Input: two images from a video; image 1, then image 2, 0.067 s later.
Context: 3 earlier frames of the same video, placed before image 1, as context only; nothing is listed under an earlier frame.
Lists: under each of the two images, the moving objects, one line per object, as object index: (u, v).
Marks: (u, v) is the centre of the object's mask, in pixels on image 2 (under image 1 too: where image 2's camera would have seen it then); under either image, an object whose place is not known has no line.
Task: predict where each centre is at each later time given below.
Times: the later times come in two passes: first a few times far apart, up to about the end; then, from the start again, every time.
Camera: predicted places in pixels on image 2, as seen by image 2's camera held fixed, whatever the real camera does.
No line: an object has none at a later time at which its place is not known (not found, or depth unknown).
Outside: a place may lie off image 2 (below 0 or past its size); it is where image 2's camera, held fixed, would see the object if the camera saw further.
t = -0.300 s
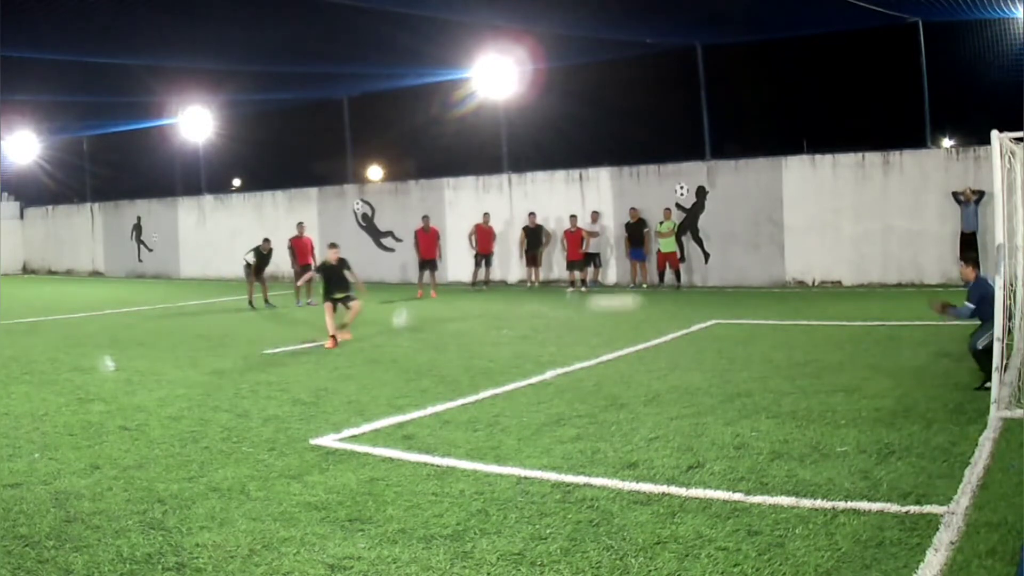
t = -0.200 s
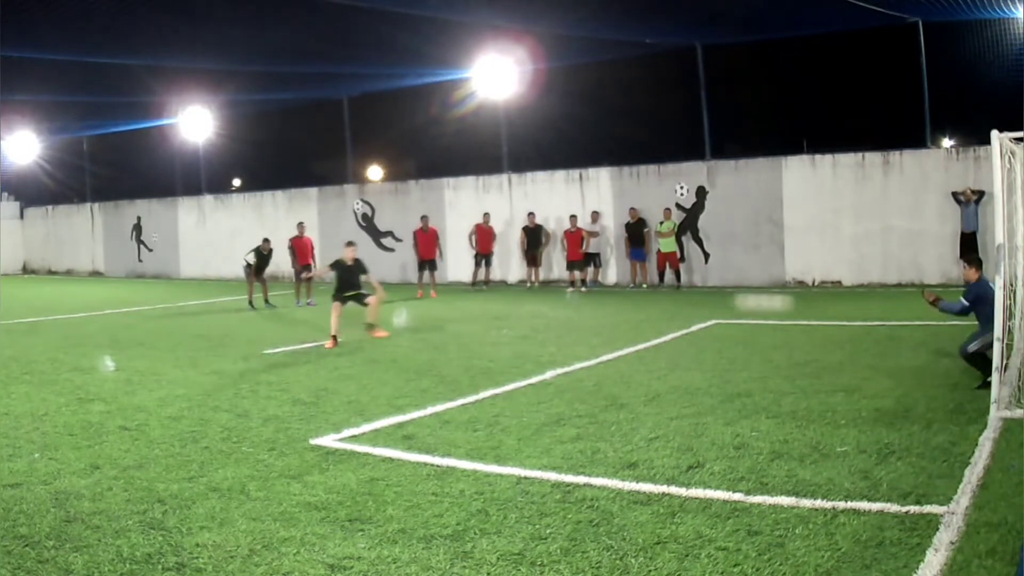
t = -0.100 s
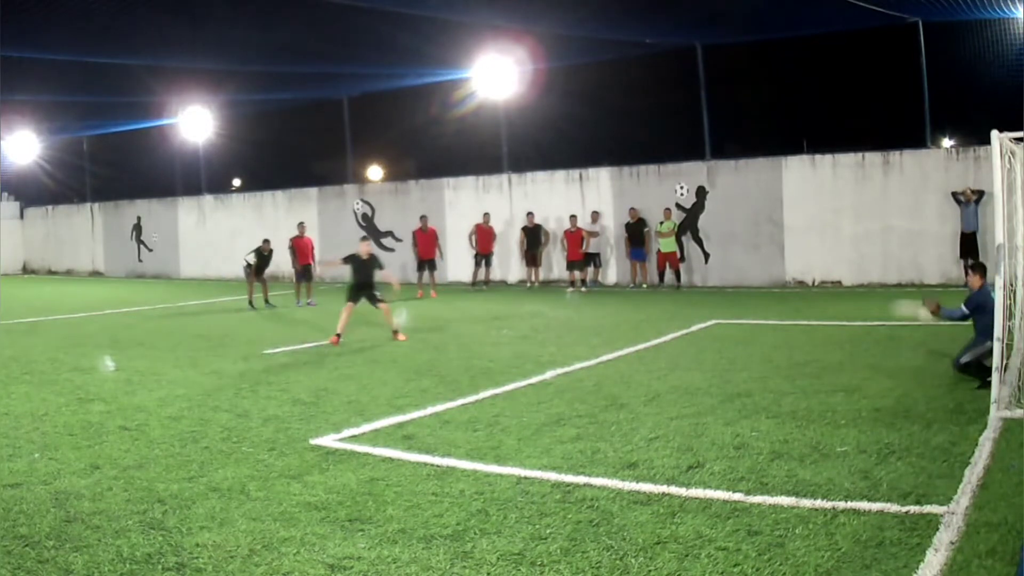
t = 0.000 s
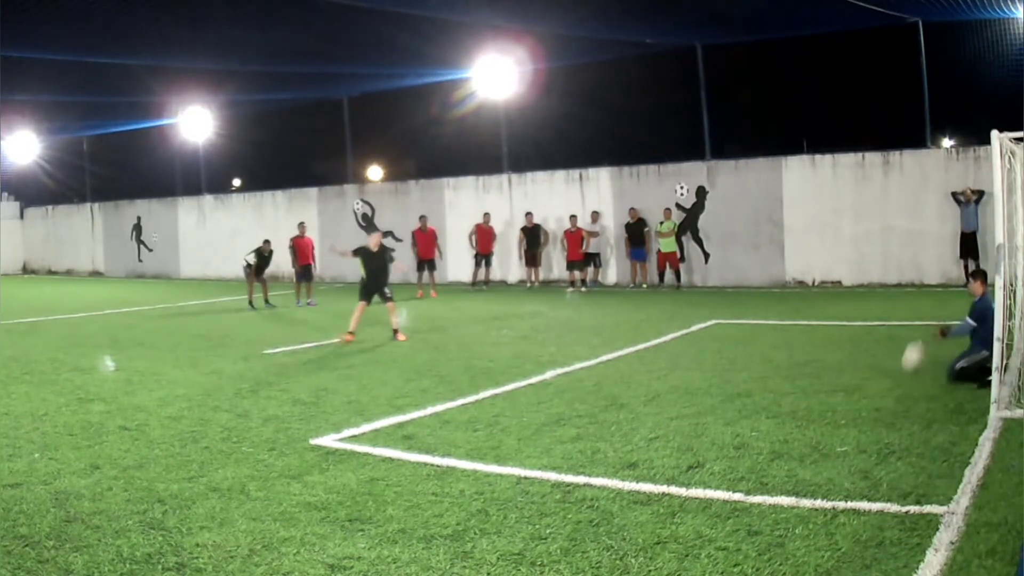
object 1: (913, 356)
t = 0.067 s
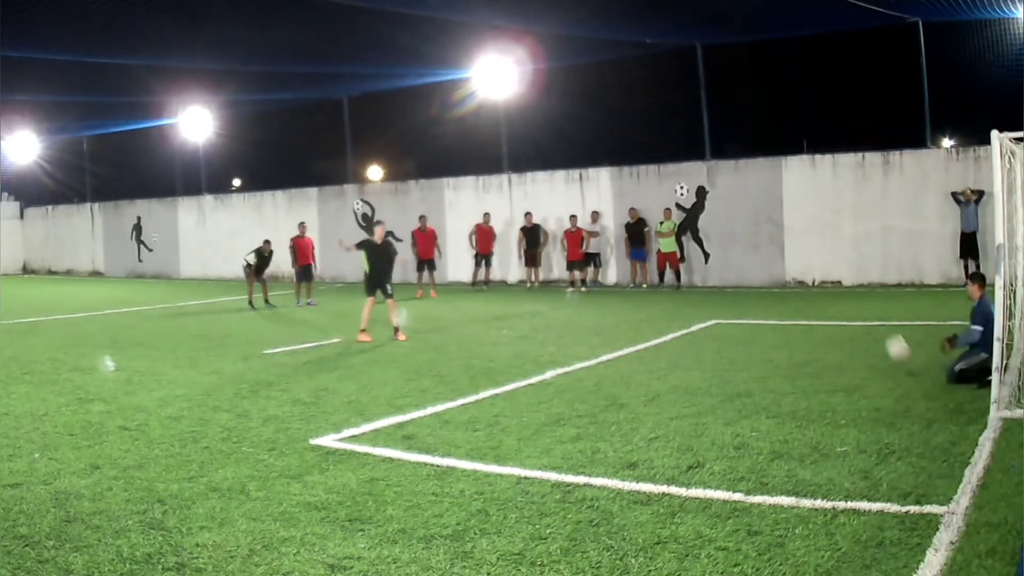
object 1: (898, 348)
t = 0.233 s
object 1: (858, 297)
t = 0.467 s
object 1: (807, 275)
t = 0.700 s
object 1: (759, 300)
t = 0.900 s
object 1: (722, 337)
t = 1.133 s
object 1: (687, 301)
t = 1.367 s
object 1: (655, 309)
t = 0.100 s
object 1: (890, 336)
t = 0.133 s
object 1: (882, 324)
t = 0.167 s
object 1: (874, 314)
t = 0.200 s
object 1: (866, 305)
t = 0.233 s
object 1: (858, 297)
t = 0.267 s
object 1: (850, 291)
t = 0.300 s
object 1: (843, 286)
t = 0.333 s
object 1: (836, 282)
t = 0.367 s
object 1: (828, 279)
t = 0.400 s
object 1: (821, 276)
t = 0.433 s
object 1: (813, 275)
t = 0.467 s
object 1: (807, 275)
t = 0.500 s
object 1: (801, 277)
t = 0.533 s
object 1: (792, 278)
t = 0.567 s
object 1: (785, 280)
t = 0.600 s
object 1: (779, 283)
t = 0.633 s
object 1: (772, 288)
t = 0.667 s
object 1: (765, 294)
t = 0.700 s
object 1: (759, 300)
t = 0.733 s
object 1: (753, 307)
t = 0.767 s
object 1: (747, 314)
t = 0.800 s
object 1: (740, 323)
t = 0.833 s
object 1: (734, 334)
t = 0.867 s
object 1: (728, 342)
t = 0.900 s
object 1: (722, 337)
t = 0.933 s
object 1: (717, 330)
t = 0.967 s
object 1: (712, 322)
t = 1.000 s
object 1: (707, 316)
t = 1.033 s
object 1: (701, 311)
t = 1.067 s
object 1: (696, 306)
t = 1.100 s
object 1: (691, 303)
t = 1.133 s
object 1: (687, 301)
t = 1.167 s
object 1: (682, 300)
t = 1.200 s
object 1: (677, 299)
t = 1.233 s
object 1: (673, 300)
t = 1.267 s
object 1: (668, 301)
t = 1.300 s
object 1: (664, 303)
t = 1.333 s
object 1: (659, 305)
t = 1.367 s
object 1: (655, 309)
